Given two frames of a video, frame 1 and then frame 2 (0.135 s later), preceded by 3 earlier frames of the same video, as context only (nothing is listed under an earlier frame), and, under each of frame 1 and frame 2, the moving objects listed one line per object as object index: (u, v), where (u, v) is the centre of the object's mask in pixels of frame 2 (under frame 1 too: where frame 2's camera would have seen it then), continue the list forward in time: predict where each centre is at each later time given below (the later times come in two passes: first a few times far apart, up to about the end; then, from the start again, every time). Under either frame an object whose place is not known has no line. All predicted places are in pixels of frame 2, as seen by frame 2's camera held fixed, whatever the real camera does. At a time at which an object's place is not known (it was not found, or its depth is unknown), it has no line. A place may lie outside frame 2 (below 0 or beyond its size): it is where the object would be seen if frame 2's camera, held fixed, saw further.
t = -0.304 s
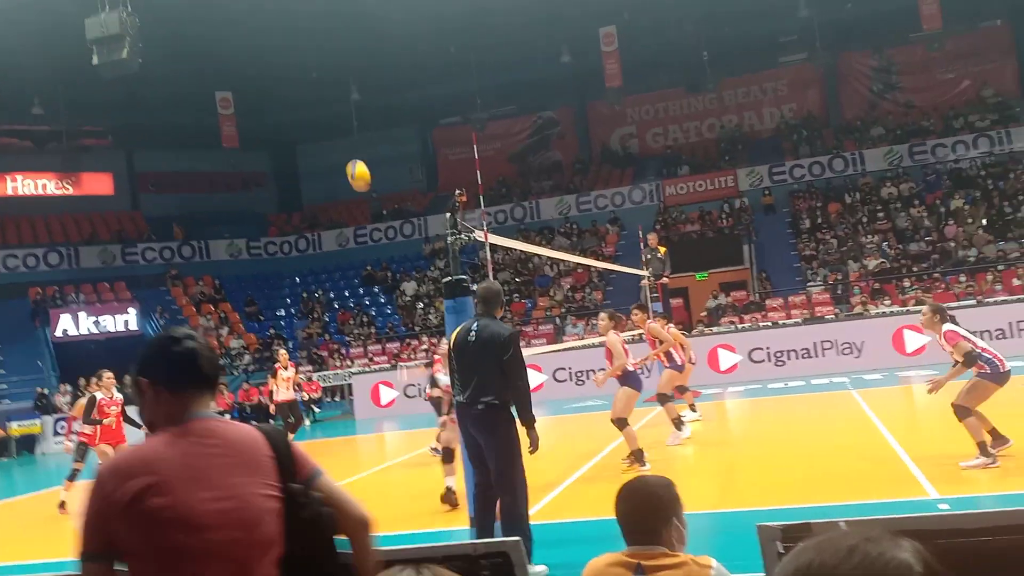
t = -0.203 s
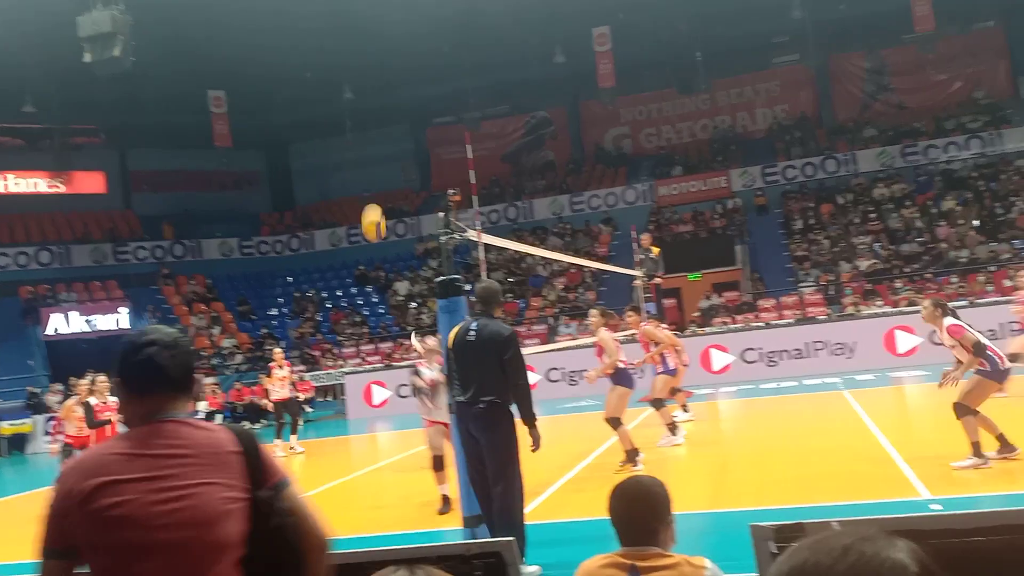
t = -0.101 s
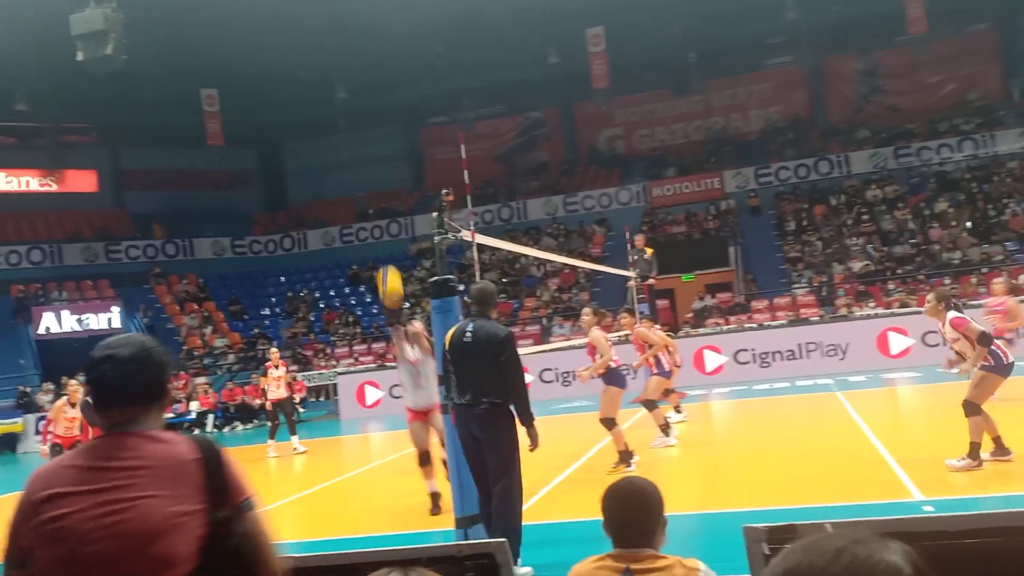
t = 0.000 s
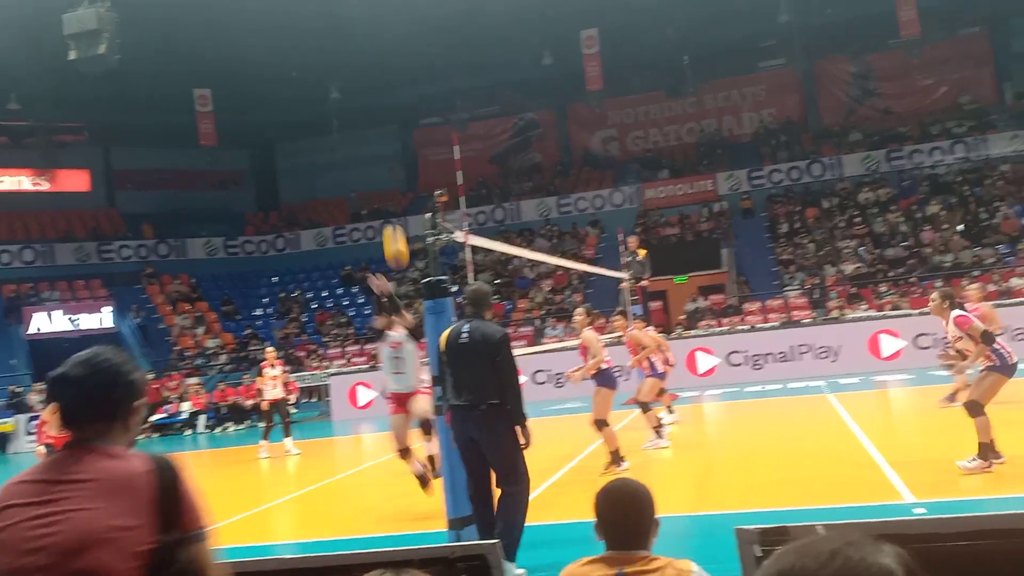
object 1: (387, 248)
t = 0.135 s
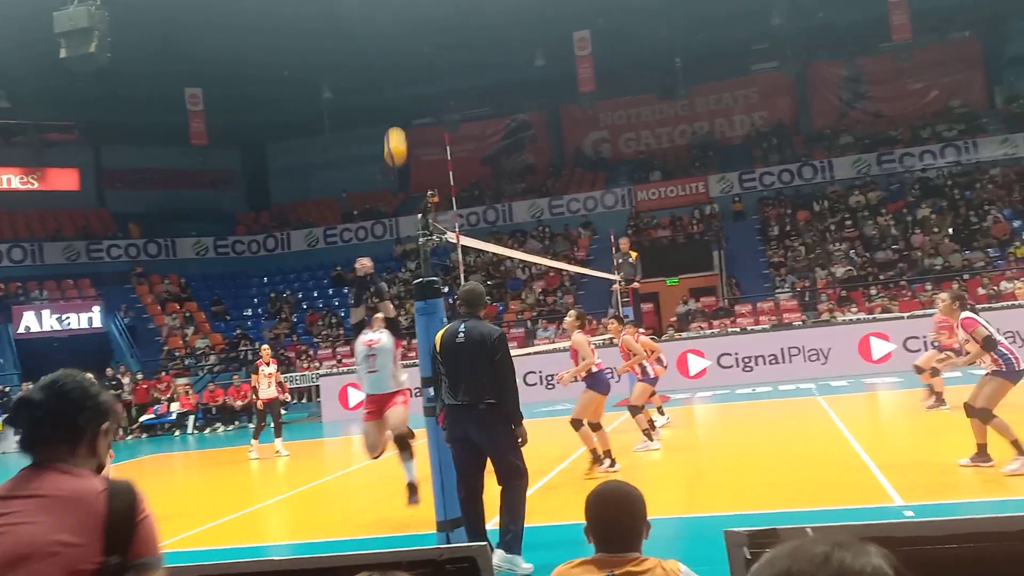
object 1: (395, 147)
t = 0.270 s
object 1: (405, 76)
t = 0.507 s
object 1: (425, 11)
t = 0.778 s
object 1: (449, 8)
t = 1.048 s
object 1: (477, 64)
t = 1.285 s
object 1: (503, 149)
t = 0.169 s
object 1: (398, 127)
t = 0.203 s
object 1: (400, 108)
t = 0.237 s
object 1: (402, 91)
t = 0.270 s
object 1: (405, 76)
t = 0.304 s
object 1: (408, 62)
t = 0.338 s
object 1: (410, 51)
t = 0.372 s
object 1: (413, 40)
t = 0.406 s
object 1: (417, 31)
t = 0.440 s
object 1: (419, 23)
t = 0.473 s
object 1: (423, 16)
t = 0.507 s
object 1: (425, 11)
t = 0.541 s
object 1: (428, 7)
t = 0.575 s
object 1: (431, 4)
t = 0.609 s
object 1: (434, 2)
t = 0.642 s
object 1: (437, 2)
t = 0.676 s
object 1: (440, 2)
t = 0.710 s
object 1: (443, 3)
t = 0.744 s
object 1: (446, 5)
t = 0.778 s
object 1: (449, 8)
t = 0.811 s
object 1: (453, 12)
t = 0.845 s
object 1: (456, 17)
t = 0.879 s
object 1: (459, 23)
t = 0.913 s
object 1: (463, 30)
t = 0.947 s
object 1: (466, 37)
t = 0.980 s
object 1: (470, 45)
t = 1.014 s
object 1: (473, 54)
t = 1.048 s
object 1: (477, 64)
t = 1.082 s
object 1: (480, 74)
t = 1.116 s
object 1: (484, 85)
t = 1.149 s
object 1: (488, 97)
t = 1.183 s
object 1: (492, 109)
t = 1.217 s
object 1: (496, 121)
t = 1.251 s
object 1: (499, 134)
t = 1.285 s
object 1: (503, 149)
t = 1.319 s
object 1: (507, 163)
